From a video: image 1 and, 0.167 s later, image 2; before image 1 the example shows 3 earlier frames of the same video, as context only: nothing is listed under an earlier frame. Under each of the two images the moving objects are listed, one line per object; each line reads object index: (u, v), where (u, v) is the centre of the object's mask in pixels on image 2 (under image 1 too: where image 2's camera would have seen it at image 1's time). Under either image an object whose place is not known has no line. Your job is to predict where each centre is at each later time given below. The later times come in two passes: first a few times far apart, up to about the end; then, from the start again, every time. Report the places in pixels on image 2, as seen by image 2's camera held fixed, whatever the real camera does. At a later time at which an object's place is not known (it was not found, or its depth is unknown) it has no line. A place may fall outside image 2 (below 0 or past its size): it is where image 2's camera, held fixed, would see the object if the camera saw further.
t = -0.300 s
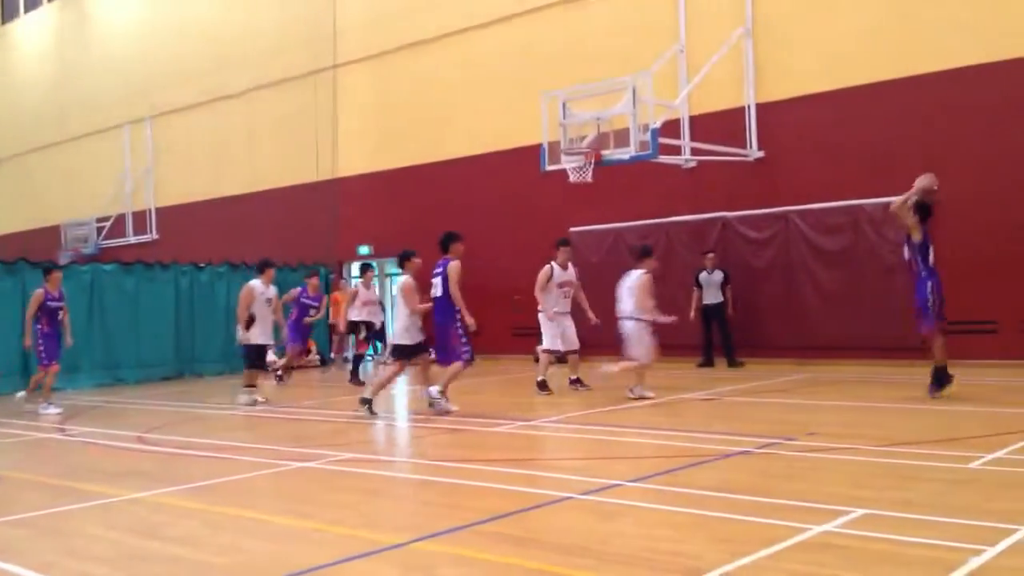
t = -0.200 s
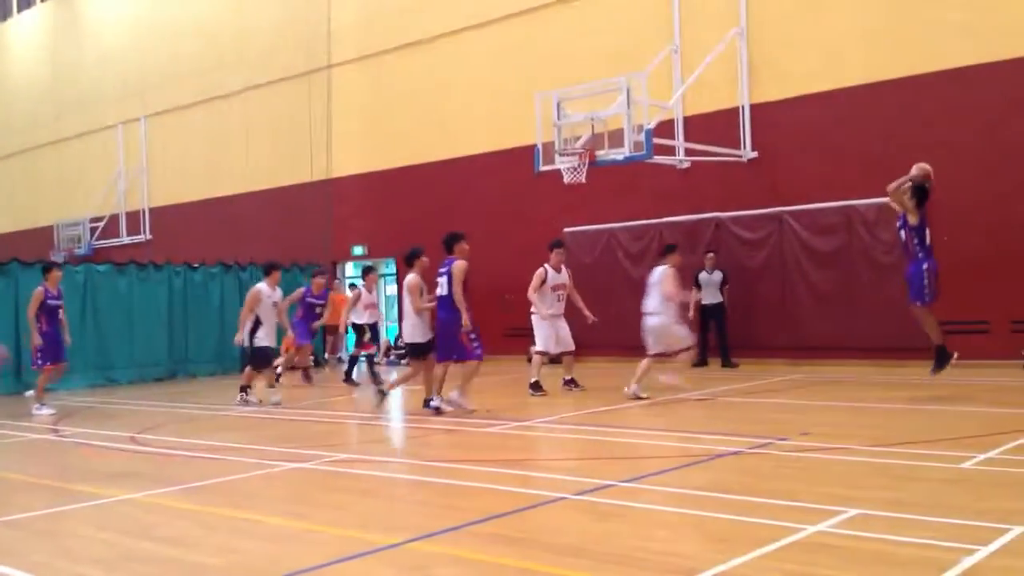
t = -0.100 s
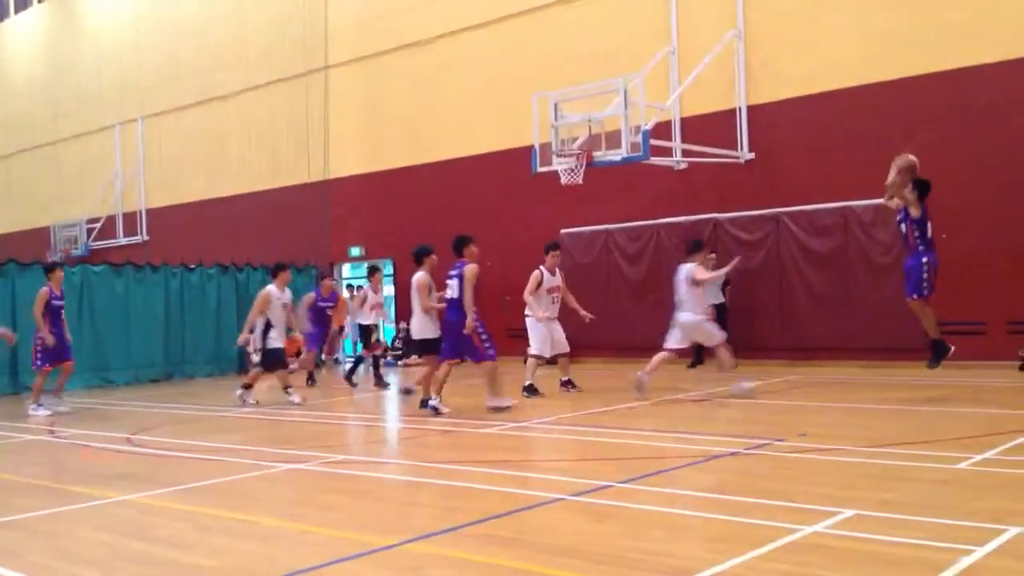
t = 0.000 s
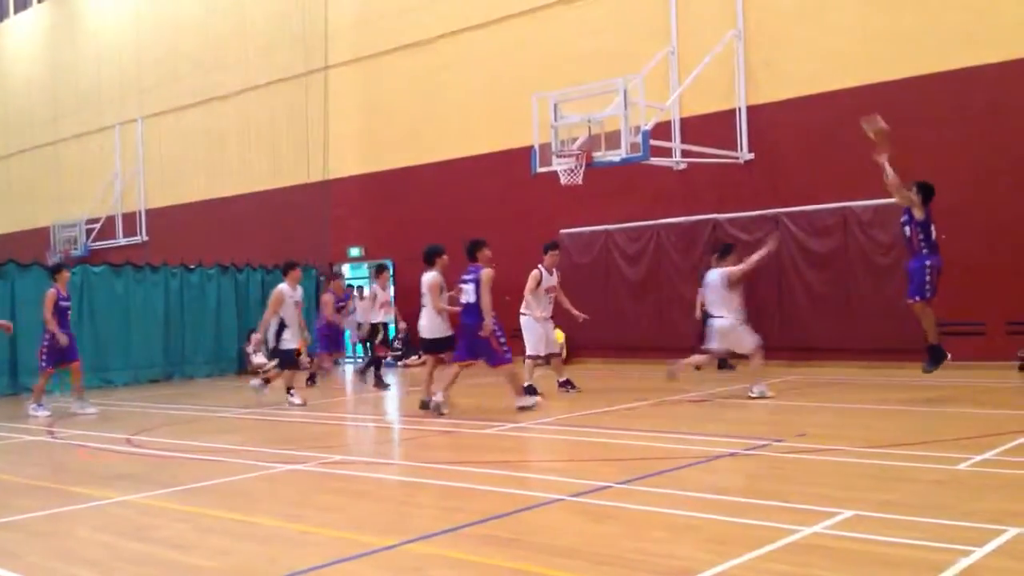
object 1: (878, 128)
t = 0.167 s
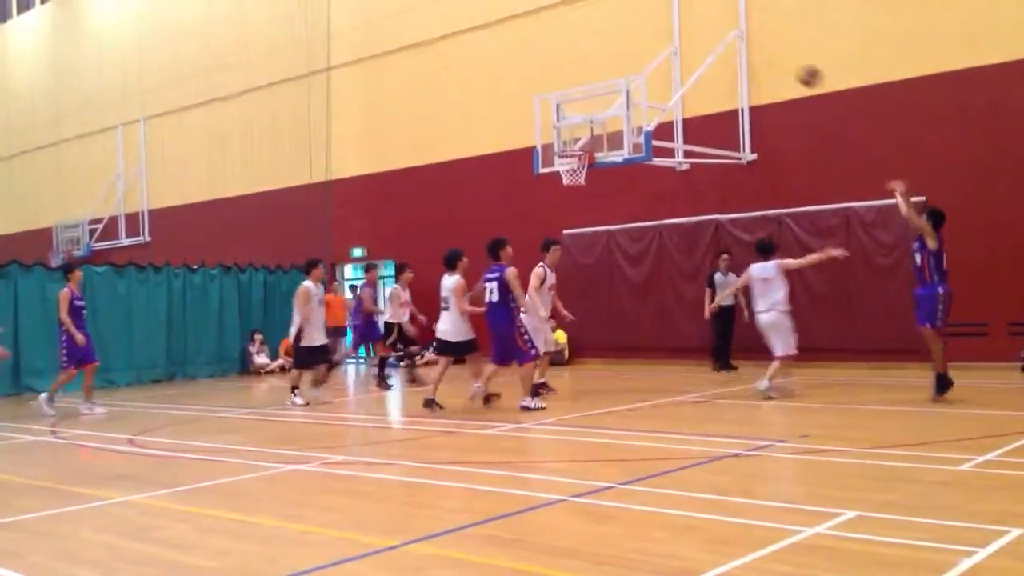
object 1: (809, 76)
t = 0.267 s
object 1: (771, 59)
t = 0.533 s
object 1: (685, 55)
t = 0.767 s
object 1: (622, 96)
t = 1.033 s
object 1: (564, 149)
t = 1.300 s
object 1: (536, 126)
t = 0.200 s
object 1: (796, 69)
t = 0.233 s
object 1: (784, 63)
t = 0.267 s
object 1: (771, 59)
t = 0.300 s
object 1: (760, 55)
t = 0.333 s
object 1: (747, 51)
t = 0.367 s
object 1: (737, 49)
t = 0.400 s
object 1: (726, 49)
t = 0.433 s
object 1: (716, 49)
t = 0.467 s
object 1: (705, 50)
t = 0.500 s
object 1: (695, 52)
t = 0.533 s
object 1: (685, 55)
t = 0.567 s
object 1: (675, 58)
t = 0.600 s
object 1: (667, 61)
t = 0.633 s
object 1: (657, 67)
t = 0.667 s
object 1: (648, 74)
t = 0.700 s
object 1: (639, 80)
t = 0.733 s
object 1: (631, 88)
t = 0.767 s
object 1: (622, 96)
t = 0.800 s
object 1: (613, 106)
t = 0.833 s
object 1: (605, 115)
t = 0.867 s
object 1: (598, 124)
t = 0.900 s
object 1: (589, 136)
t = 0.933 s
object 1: (581, 144)
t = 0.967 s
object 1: (574, 146)
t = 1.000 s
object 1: (568, 150)
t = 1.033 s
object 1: (564, 149)
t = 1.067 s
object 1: (561, 142)
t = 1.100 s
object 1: (557, 138)
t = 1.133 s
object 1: (553, 134)
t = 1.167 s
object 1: (549, 131)
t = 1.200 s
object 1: (546, 129)
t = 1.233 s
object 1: (544, 127)
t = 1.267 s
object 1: (540, 126)
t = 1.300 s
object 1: (536, 126)
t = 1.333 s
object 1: (533, 127)
